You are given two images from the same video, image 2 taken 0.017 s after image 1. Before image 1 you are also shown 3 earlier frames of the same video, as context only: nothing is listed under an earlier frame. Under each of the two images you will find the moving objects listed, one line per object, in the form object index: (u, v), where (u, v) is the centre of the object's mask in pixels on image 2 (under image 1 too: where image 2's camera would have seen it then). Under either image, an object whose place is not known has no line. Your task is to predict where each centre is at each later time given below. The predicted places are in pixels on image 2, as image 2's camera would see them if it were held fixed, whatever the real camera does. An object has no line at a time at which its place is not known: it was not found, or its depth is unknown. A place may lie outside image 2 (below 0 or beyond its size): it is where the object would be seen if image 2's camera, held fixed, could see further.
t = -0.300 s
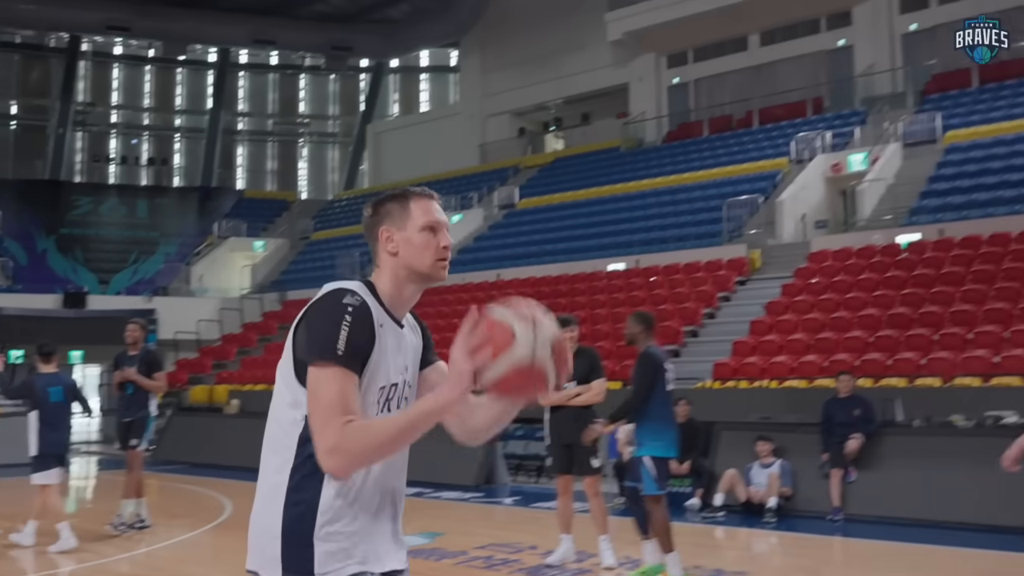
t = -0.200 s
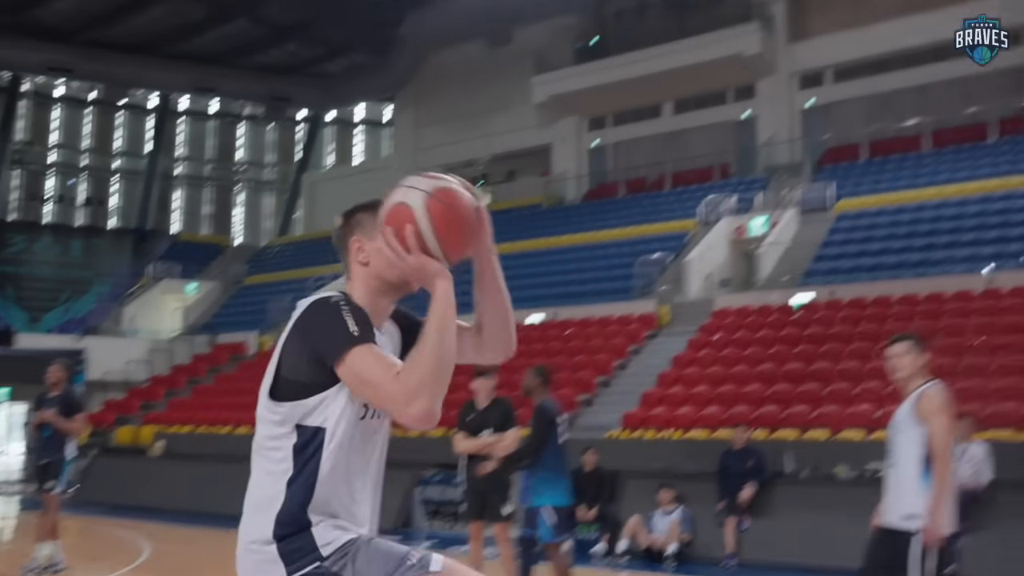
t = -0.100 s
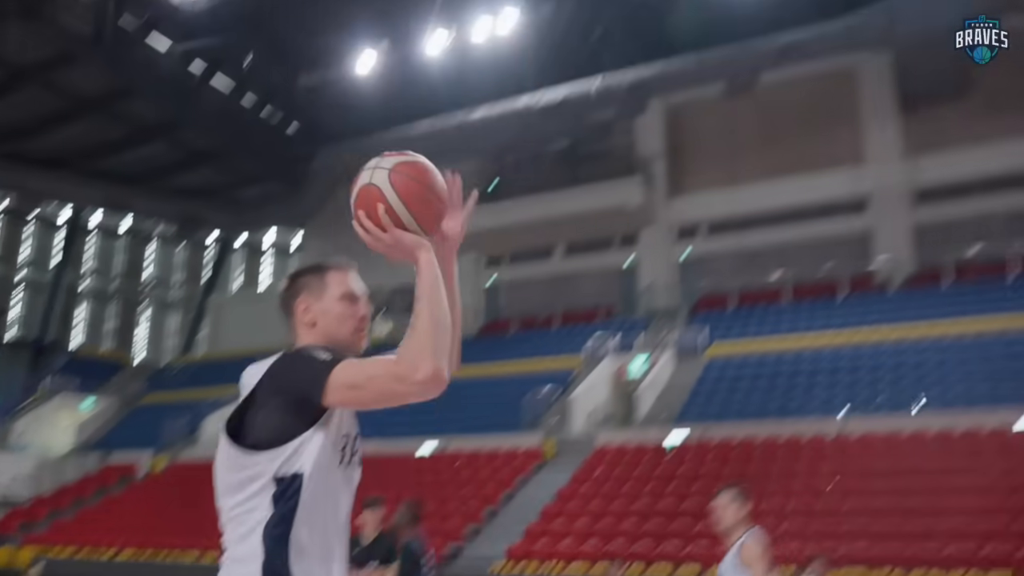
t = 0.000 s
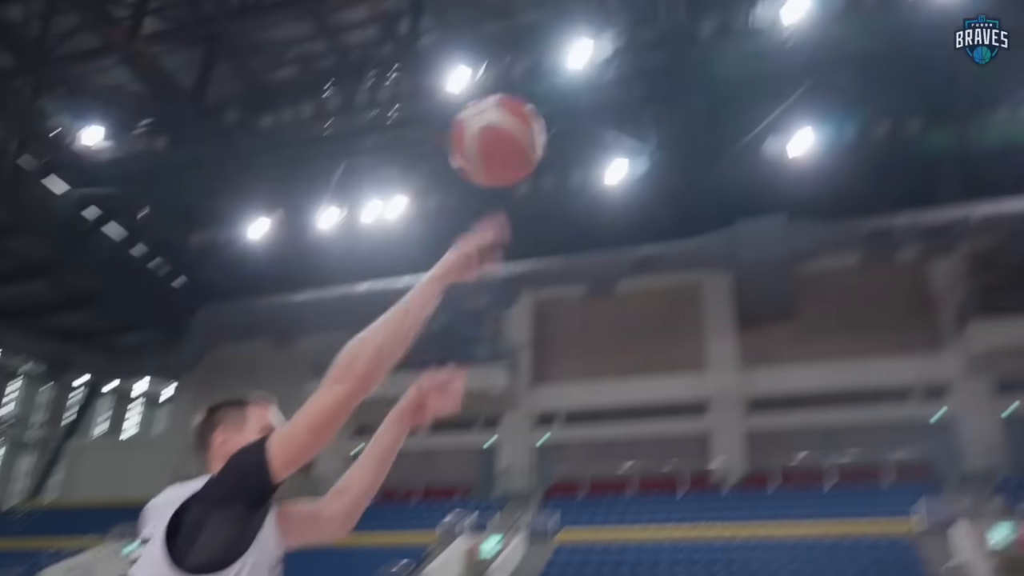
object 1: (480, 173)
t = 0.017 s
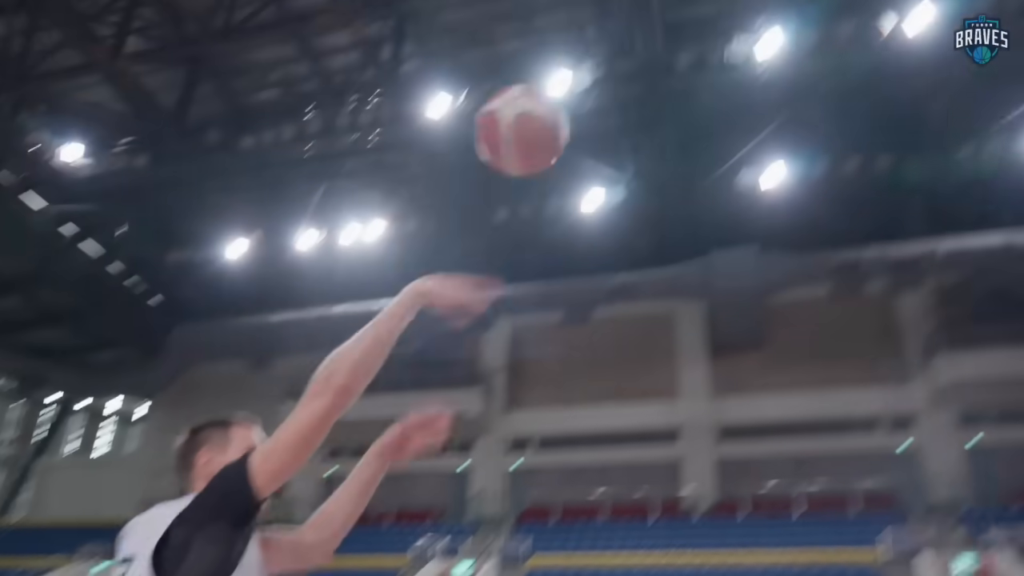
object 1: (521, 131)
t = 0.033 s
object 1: (565, 91)
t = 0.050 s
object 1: (613, 51)
